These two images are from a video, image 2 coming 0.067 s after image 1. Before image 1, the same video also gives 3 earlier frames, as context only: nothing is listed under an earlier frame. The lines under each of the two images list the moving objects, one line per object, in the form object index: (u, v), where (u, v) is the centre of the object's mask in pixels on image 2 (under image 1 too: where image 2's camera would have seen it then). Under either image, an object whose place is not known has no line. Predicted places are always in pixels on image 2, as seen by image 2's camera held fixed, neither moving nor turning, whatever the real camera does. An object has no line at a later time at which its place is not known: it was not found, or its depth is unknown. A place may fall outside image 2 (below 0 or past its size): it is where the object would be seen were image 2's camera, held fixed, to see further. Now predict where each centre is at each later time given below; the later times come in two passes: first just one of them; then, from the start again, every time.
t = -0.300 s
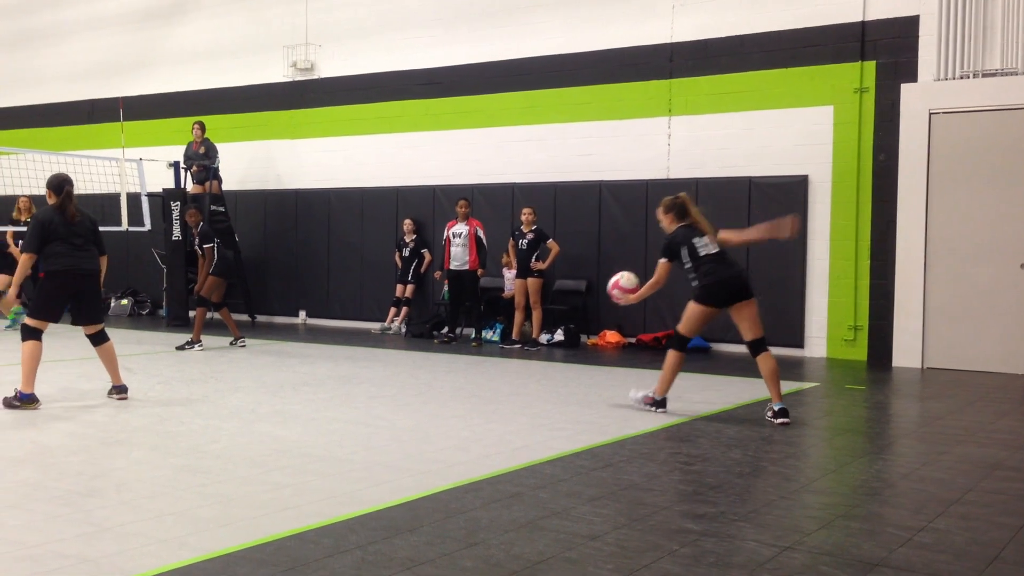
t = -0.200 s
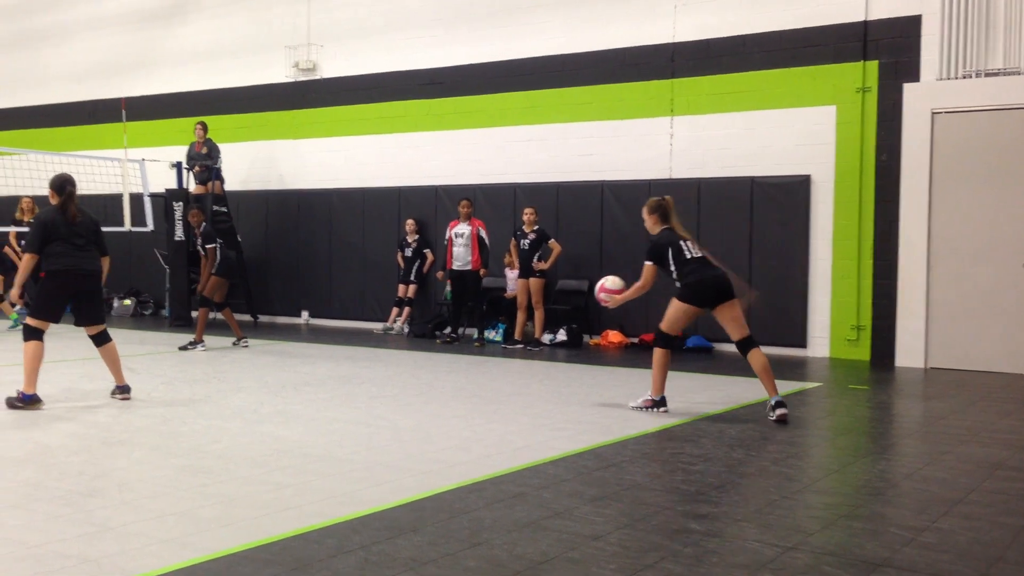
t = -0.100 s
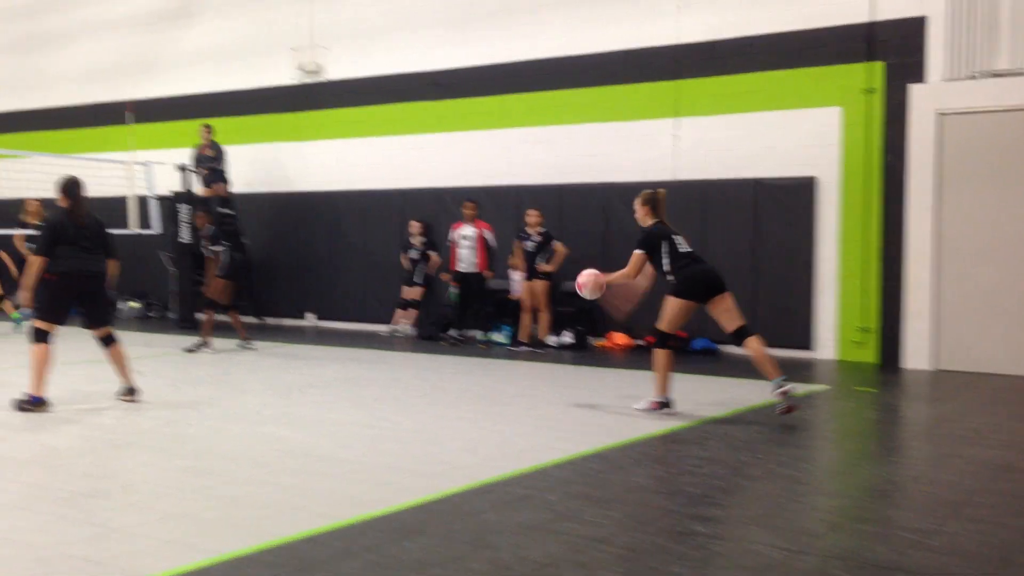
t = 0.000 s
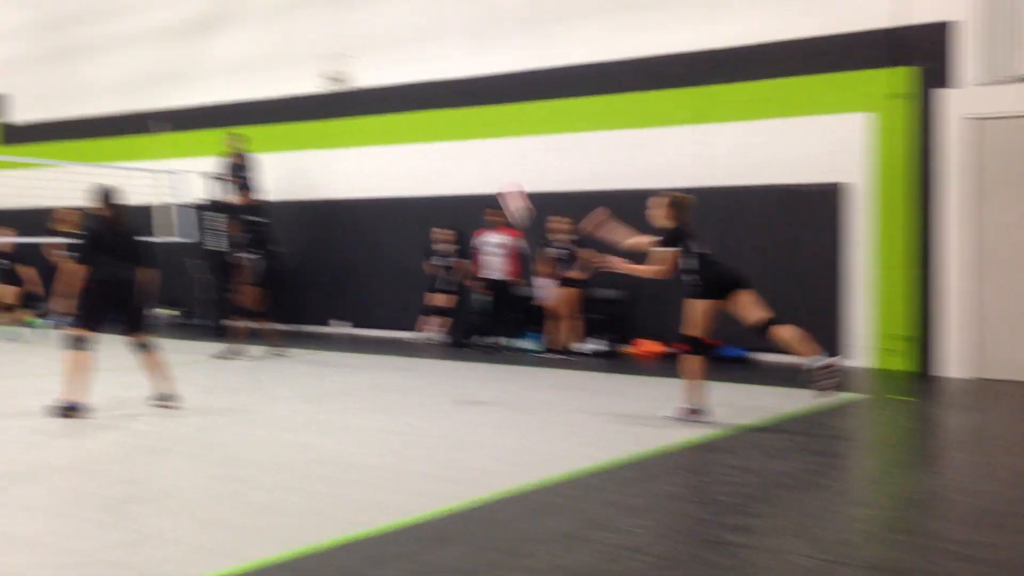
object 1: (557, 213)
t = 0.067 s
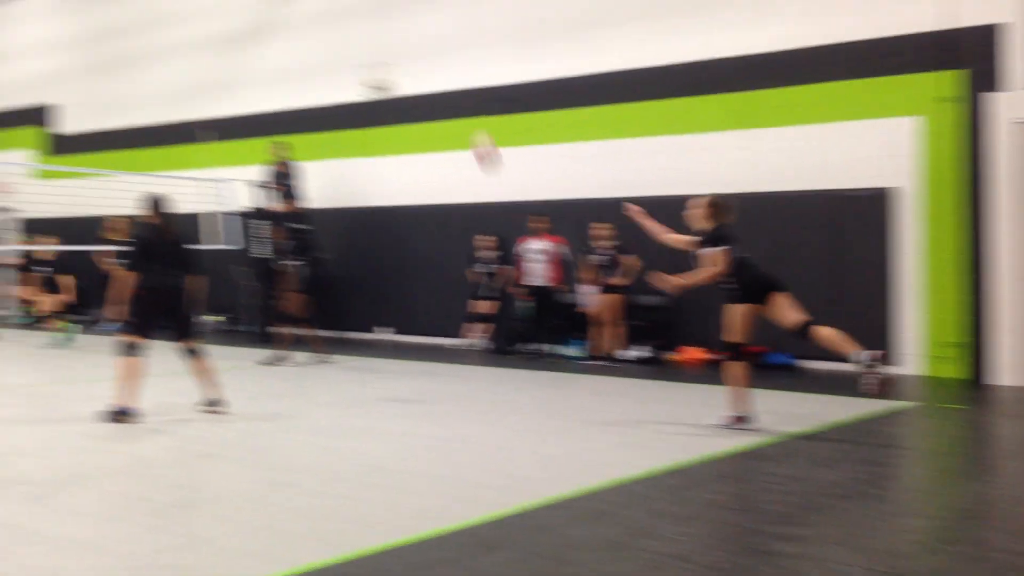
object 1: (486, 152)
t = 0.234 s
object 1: (338, 47)
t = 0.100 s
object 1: (452, 124)
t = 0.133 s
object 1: (423, 106)
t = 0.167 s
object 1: (392, 82)
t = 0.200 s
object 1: (365, 65)
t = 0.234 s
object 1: (338, 47)
